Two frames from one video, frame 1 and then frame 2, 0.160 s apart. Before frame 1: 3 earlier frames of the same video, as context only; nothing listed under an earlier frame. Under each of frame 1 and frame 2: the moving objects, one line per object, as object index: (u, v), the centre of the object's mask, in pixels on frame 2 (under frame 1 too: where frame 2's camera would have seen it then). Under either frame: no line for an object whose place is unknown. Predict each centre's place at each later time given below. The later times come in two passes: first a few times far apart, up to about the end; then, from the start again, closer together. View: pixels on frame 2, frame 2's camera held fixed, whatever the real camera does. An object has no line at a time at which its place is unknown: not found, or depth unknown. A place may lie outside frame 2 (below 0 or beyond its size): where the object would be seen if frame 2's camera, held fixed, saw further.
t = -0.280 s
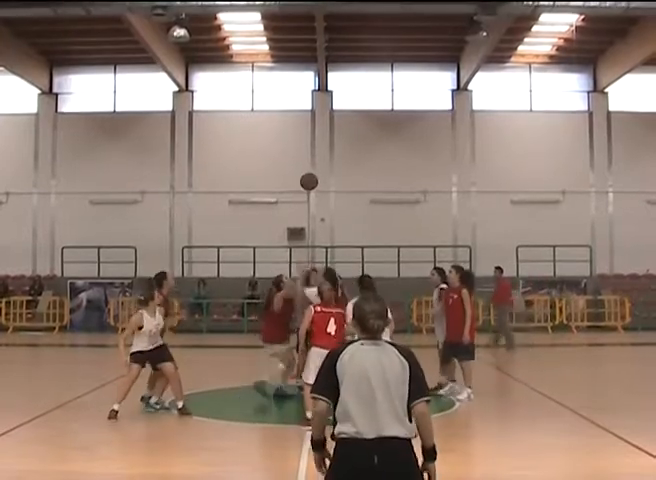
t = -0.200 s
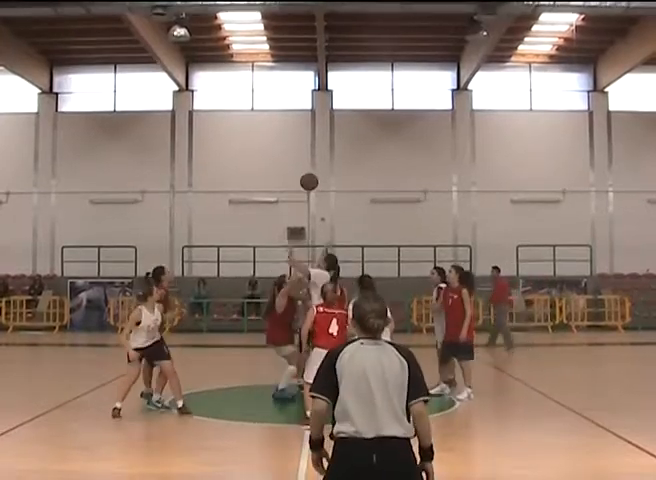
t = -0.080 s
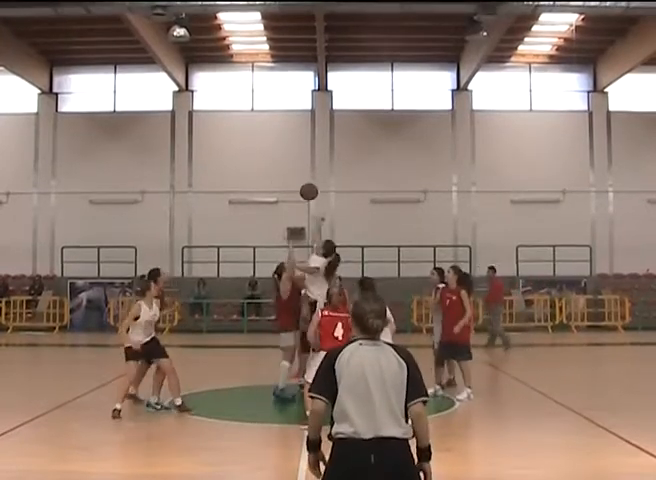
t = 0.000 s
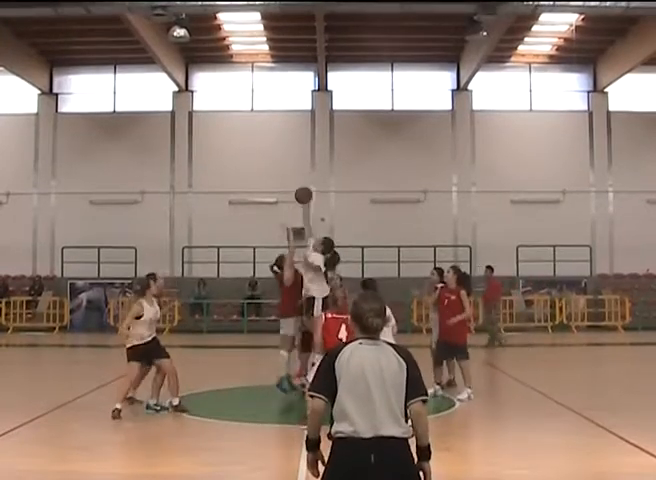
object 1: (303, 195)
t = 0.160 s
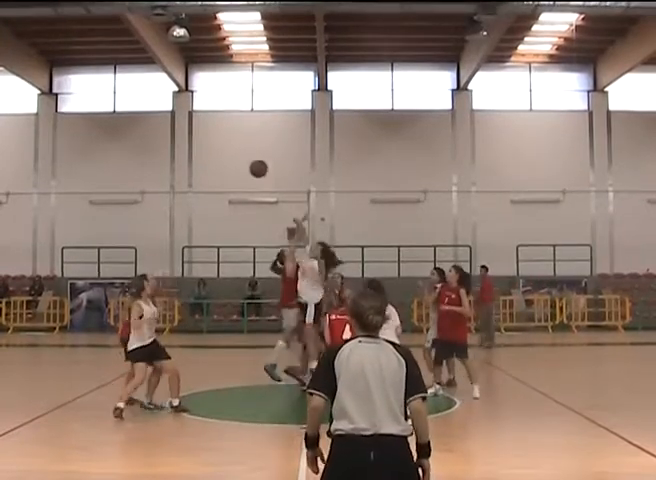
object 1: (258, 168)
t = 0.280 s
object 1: (223, 160)
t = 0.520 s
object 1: (152, 178)
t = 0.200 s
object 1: (246, 164)
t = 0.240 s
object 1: (235, 162)
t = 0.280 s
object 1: (223, 160)
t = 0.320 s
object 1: (211, 160)
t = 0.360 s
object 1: (200, 161)
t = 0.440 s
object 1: (175, 168)
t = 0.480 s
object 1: (164, 172)
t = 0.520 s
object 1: (152, 178)
